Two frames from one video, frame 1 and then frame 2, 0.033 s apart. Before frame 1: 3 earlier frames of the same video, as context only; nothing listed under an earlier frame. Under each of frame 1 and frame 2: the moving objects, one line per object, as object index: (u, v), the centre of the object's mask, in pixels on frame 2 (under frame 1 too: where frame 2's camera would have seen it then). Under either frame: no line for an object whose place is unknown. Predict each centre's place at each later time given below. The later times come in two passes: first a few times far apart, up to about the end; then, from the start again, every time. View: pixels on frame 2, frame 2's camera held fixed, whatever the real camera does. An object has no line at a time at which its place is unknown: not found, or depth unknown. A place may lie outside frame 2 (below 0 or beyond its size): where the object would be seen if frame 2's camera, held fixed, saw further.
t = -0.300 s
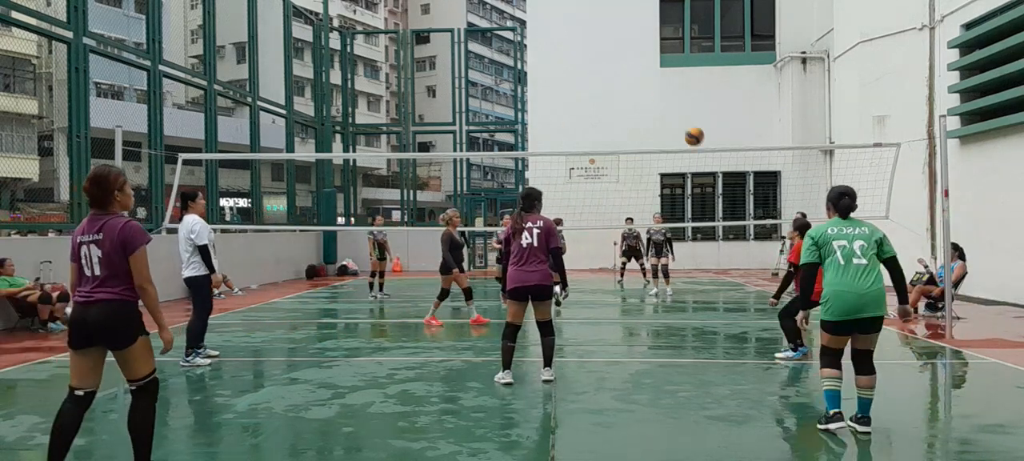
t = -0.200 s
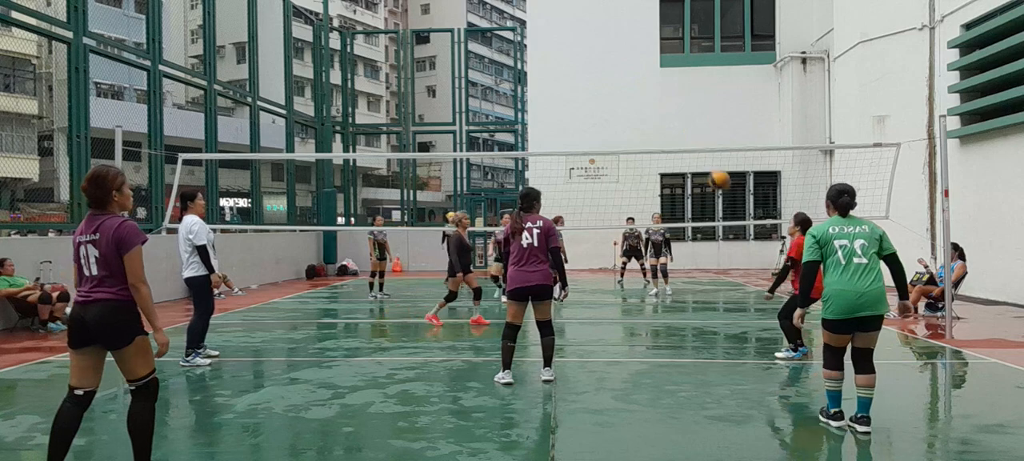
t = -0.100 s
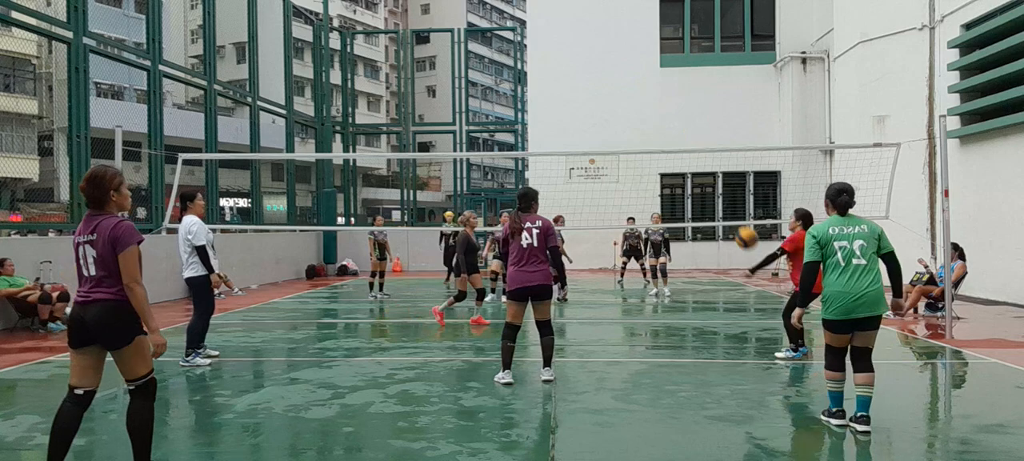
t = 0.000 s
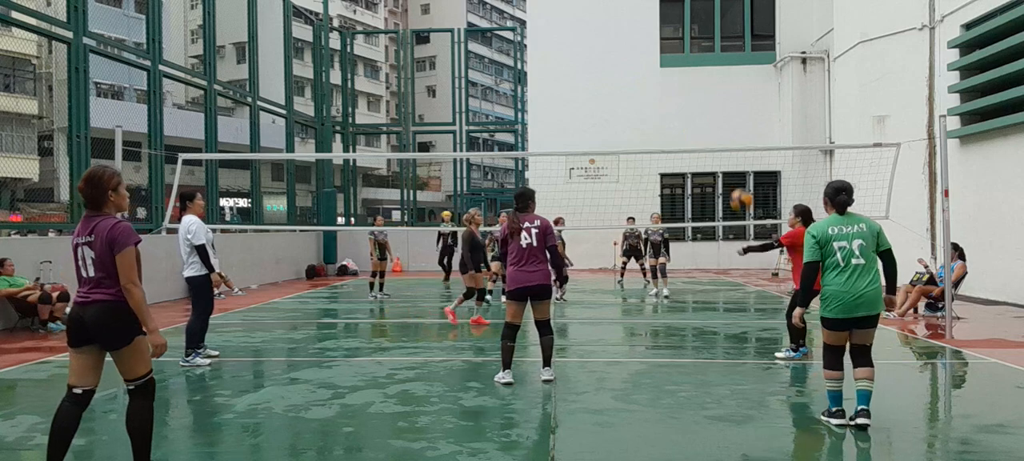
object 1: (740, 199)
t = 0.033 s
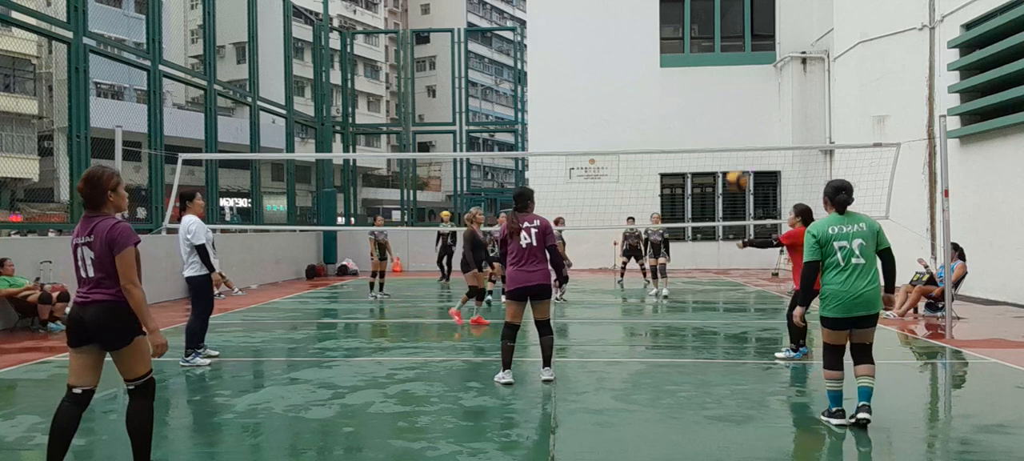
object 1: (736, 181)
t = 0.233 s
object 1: (709, 86)
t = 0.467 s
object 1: (679, 24)
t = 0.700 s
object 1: (651, 15)
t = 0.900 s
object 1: (627, 48)
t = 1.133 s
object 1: (602, 131)
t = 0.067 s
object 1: (732, 162)
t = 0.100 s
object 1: (727, 144)
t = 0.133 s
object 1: (723, 128)
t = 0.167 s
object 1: (718, 112)
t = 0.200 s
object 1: (714, 98)
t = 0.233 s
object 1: (709, 86)
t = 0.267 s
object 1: (705, 73)
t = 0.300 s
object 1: (700, 62)
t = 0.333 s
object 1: (696, 52)
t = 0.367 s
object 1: (692, 43)
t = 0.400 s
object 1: (688, 36)
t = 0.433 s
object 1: (684, 29)
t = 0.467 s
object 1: (679, 24)
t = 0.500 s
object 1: (674, 19)
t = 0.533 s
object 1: (671, 17)
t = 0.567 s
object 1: (667, 14)
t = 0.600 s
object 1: (663, 13)
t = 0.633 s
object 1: (659, 13)
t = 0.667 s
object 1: (655, 14)
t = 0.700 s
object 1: (651, 15)
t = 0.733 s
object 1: (646, 19)
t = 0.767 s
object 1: (642, 22)
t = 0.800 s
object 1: (639, 27)
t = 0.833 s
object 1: (635, 34)
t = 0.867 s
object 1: (631, 40)
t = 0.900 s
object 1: (627, 48)
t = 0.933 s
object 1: (623, 58)
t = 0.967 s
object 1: (620, 67)
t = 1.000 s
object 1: (616, 79)
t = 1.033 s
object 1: (612, 90)
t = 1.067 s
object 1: (609, 103)
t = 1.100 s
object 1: (605, 117)
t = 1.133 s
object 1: (602, 131)
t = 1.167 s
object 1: (598, 146)
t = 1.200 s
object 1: (595, 162)
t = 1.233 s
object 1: (591, 179)
